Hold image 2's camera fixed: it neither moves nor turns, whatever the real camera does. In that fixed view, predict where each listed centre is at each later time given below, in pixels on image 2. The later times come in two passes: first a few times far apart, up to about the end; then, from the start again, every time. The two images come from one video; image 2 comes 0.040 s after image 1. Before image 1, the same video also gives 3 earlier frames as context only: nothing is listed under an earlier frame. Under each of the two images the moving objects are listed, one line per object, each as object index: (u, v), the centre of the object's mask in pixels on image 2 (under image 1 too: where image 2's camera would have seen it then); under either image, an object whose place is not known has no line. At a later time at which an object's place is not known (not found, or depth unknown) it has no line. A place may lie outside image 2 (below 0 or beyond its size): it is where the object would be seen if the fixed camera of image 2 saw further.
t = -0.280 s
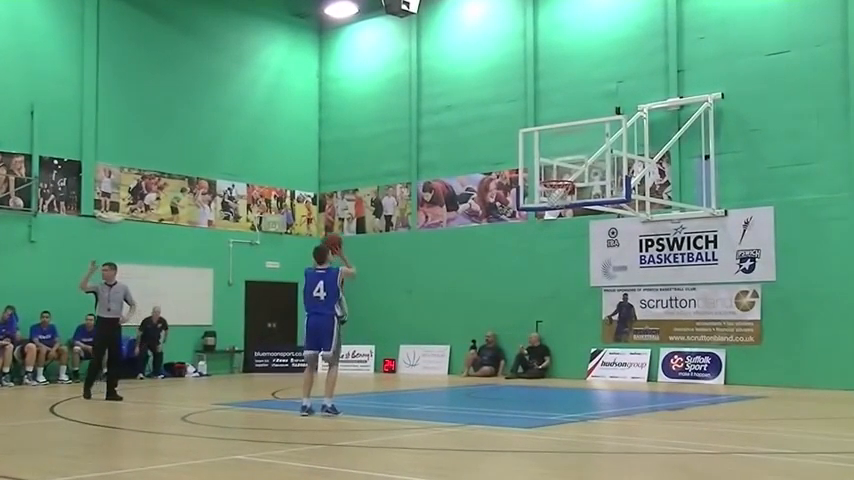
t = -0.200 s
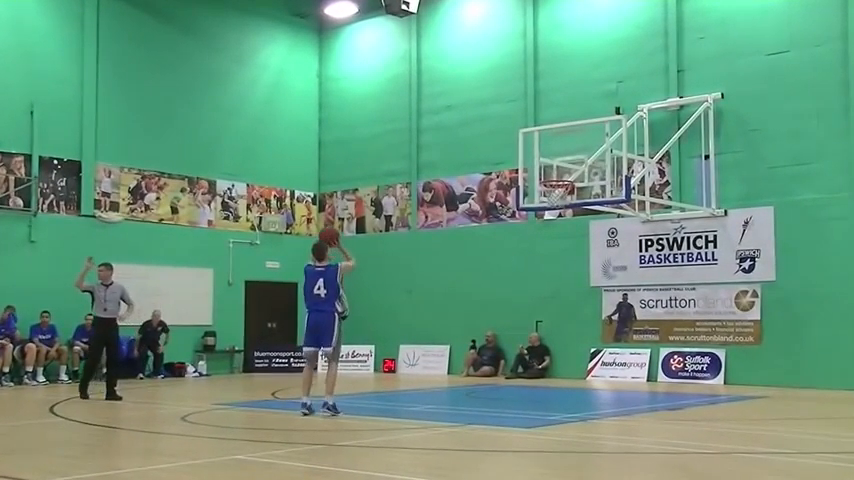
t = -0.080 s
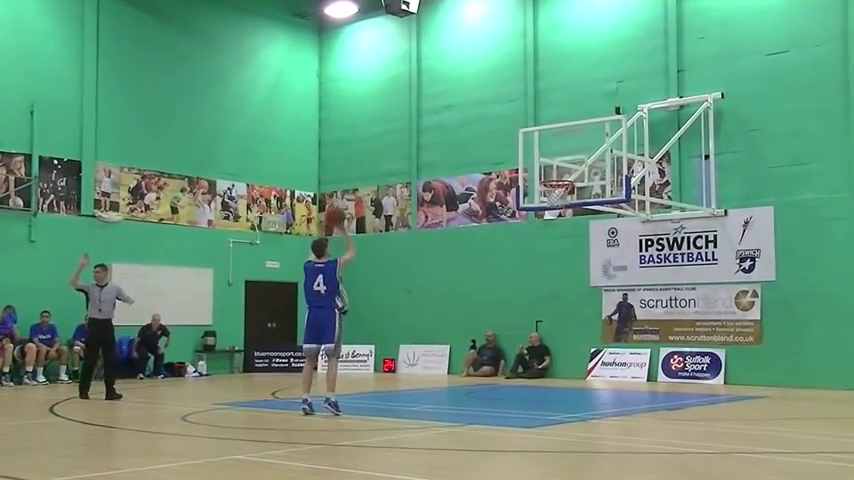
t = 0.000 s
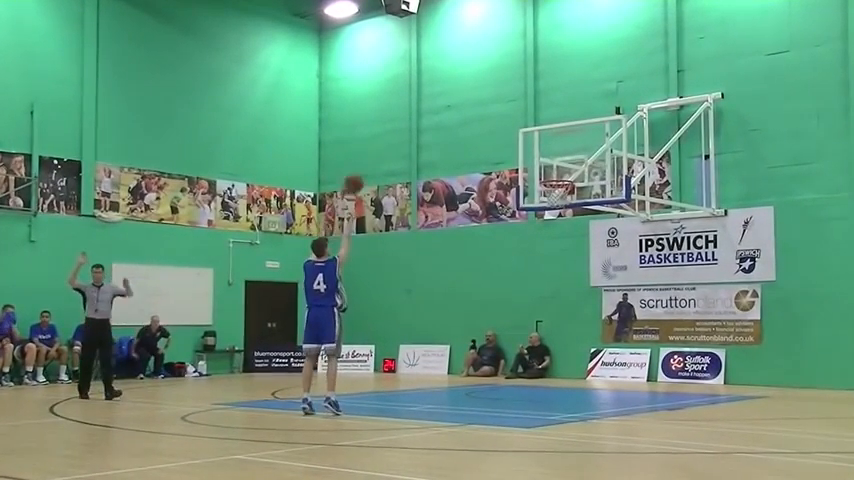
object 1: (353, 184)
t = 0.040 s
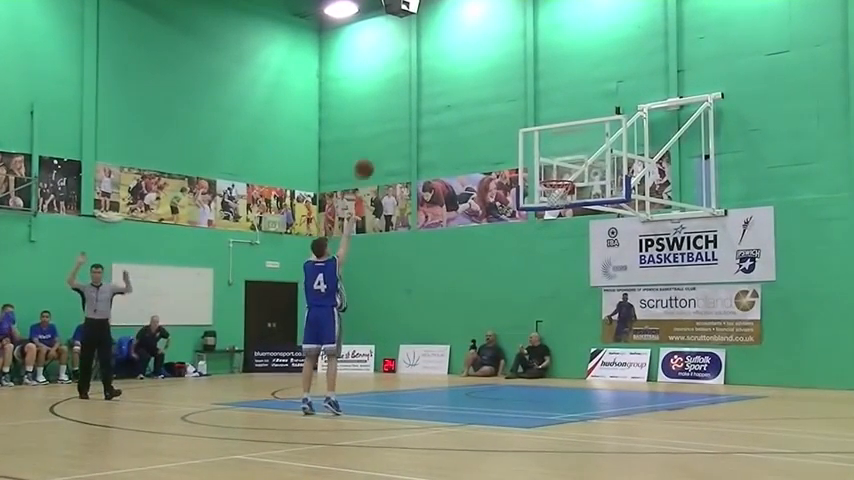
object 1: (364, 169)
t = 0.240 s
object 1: (412, 116)
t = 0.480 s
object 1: (463, 97)
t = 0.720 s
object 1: (509, 121)
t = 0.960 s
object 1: (551, 181)
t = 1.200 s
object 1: (569, 217)
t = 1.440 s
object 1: (574, 289)
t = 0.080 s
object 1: (374, 155)
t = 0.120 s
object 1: (384, 143)
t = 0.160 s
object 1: (393, 133)
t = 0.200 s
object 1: (402, 123)
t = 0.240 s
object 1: (412, 116)
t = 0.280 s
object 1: (421, 110)
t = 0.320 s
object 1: (429, 105)
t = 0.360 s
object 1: (438, 101)
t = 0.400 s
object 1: (447, 99)
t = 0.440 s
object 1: (455, 97)
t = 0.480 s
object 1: (463, 97)
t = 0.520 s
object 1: (471, 99)
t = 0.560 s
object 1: (479, 101)
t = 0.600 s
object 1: (487, 105)
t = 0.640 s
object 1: (494, 109)
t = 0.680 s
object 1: (502, 115)
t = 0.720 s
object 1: (509, 121)
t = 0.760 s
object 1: (517, 128)
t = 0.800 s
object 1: (524, 137)
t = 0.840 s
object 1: (531, 146)
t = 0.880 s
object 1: (537, 157)
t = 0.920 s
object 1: (545, 169)
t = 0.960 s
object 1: (551, 181)
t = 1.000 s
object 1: (554, 186)
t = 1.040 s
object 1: (562, 199)
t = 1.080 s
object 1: (565, 200)
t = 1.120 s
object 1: (566, 203)
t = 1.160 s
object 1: (568, 210)
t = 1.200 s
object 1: (569, 217)
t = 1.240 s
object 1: (570, 226)
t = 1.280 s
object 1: (570, 237)
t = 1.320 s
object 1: (571, 248)
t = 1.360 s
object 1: (572, 261)
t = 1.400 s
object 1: (573, 274)
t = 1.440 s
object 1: (574, 289)
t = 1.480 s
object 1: (575, 305)
